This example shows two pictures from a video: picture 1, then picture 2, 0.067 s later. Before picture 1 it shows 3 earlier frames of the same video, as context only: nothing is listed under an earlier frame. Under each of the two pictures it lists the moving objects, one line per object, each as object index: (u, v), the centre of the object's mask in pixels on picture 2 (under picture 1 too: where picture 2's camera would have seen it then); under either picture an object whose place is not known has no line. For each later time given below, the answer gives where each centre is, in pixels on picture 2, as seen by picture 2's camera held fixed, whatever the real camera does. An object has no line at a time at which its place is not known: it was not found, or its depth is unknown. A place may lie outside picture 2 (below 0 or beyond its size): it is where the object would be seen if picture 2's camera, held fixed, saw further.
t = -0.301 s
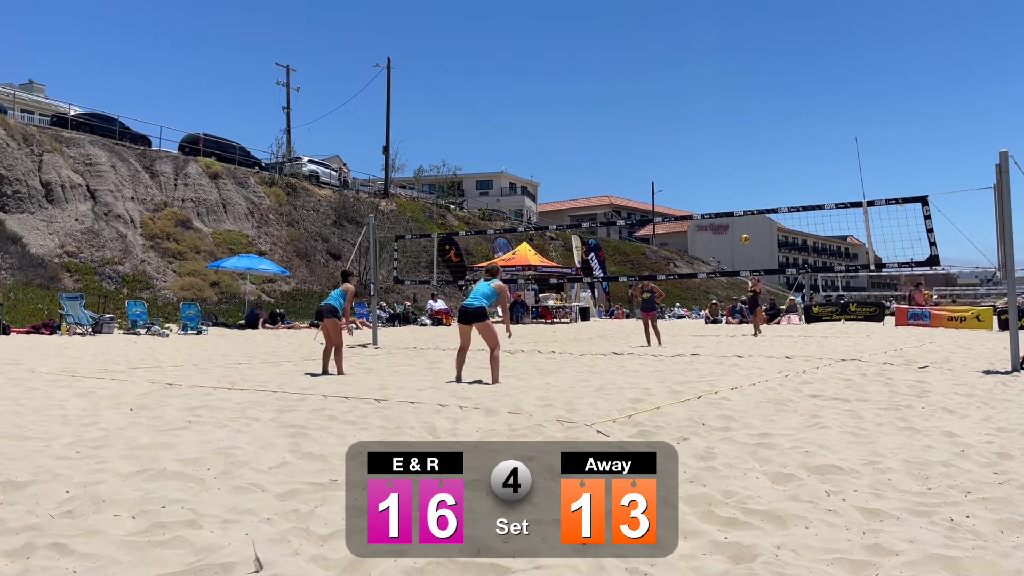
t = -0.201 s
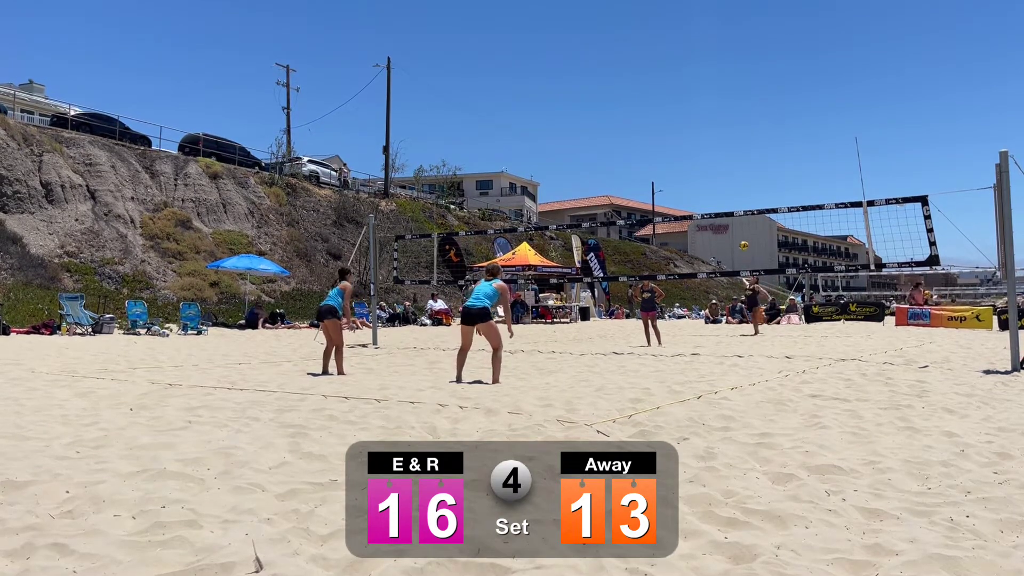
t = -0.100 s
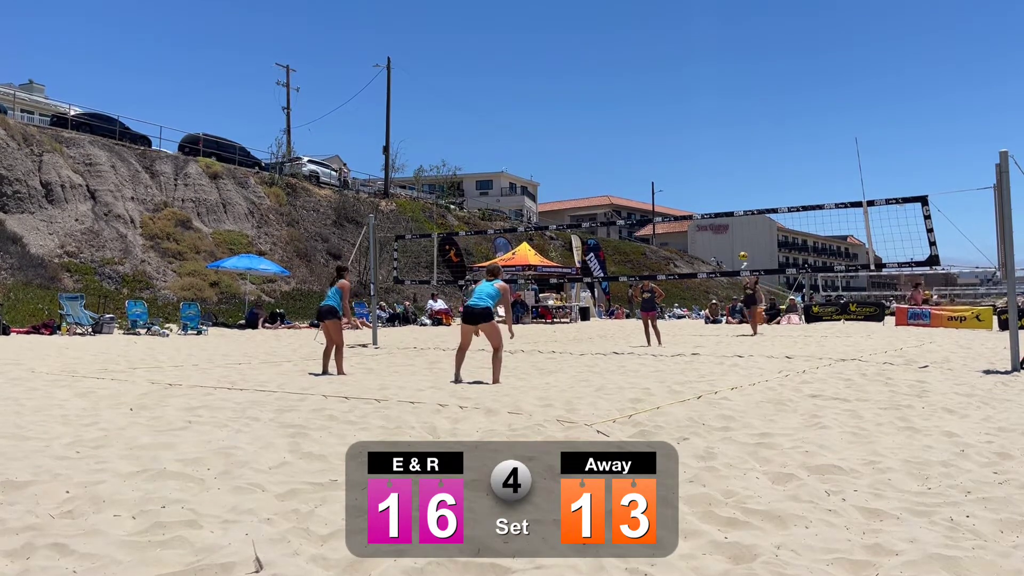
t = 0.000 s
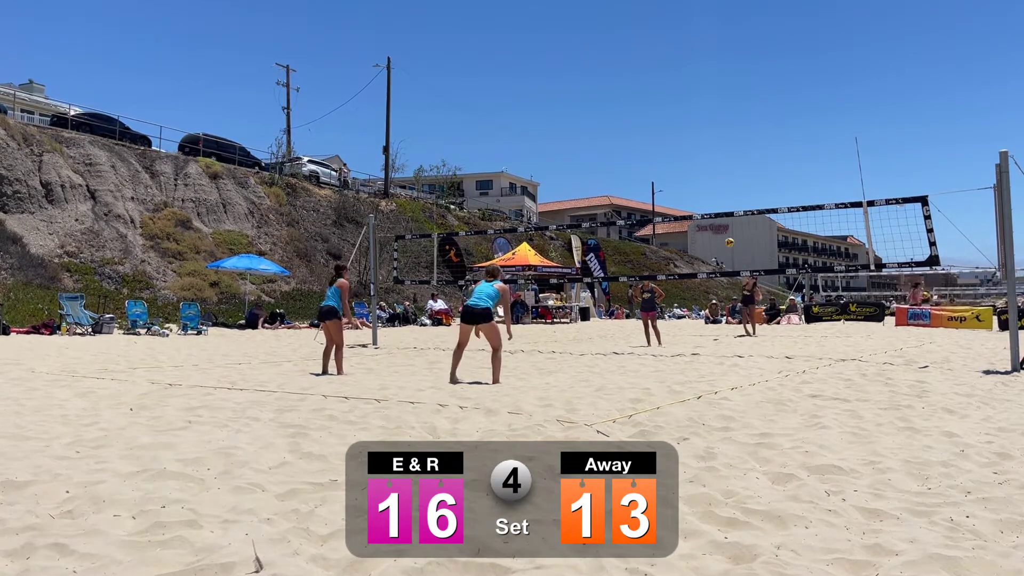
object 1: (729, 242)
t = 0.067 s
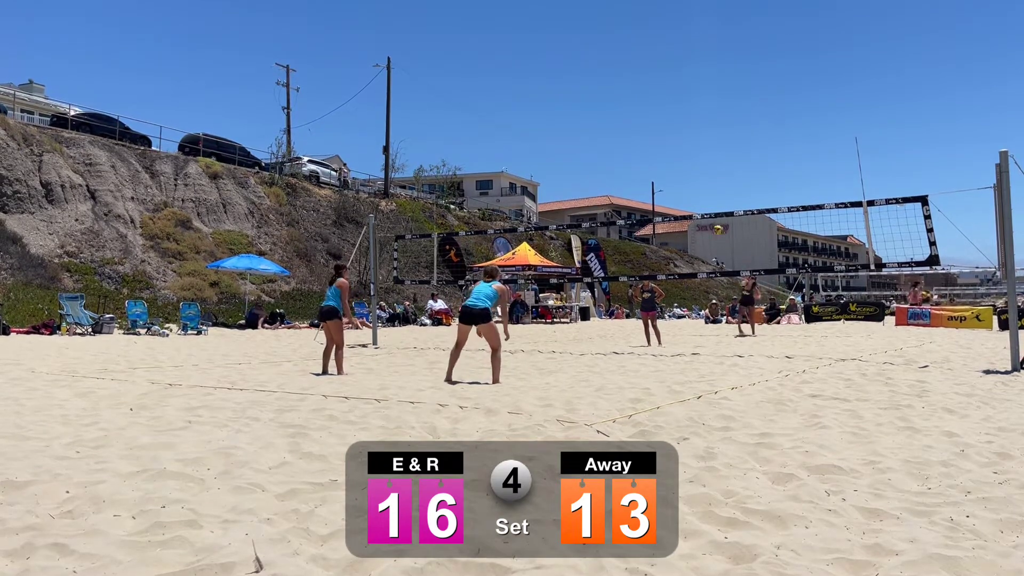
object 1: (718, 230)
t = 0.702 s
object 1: (541, 185)
